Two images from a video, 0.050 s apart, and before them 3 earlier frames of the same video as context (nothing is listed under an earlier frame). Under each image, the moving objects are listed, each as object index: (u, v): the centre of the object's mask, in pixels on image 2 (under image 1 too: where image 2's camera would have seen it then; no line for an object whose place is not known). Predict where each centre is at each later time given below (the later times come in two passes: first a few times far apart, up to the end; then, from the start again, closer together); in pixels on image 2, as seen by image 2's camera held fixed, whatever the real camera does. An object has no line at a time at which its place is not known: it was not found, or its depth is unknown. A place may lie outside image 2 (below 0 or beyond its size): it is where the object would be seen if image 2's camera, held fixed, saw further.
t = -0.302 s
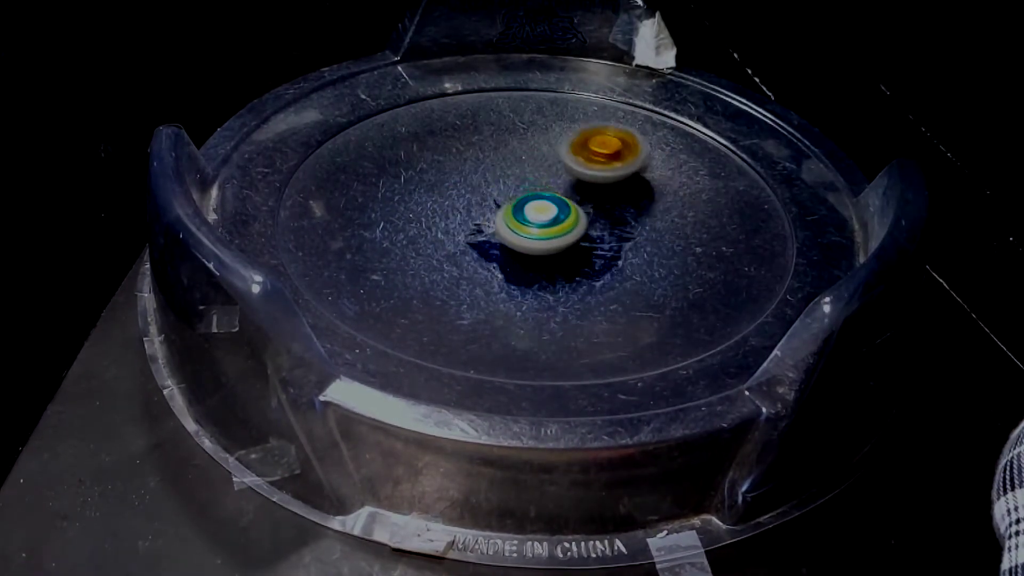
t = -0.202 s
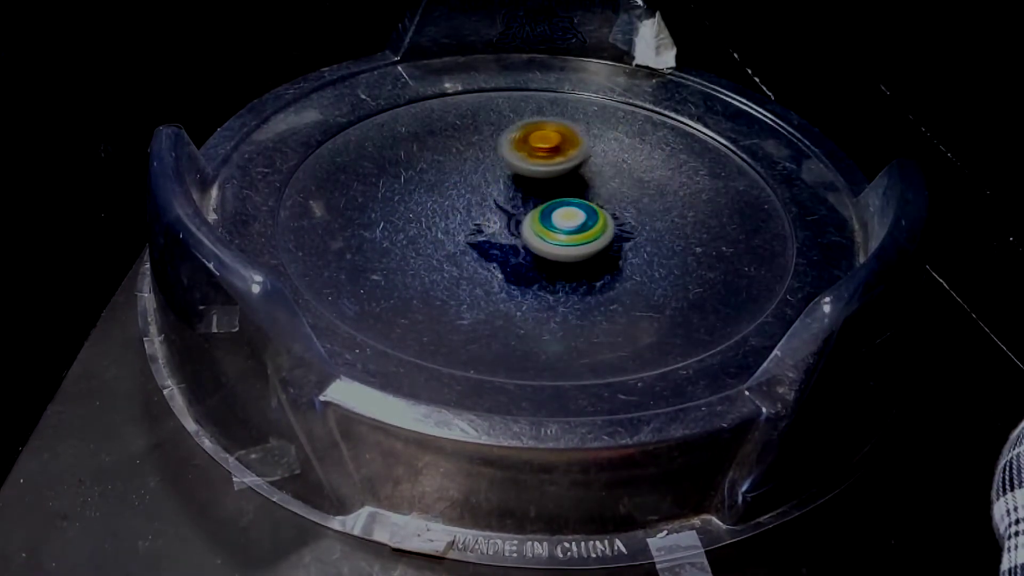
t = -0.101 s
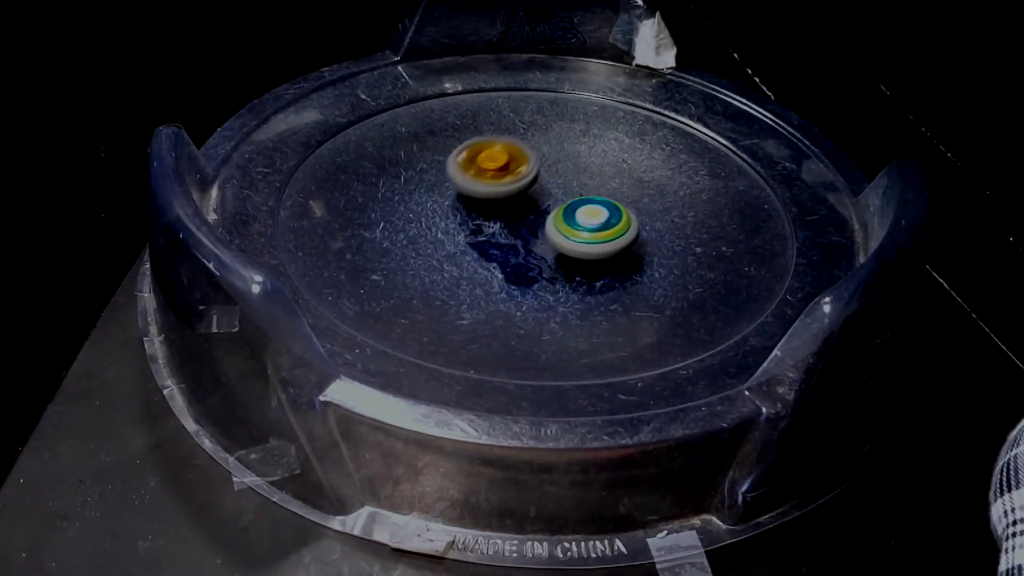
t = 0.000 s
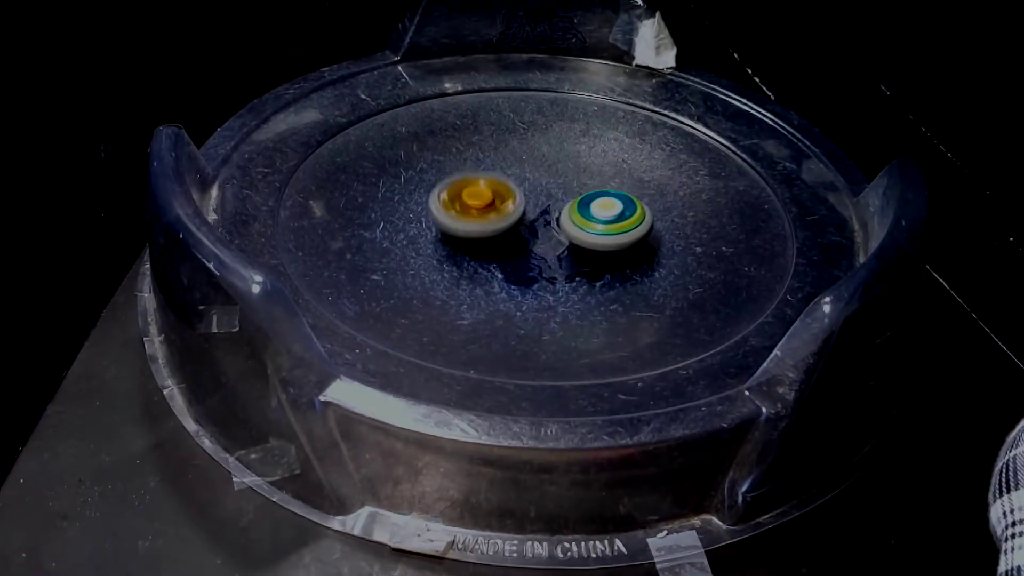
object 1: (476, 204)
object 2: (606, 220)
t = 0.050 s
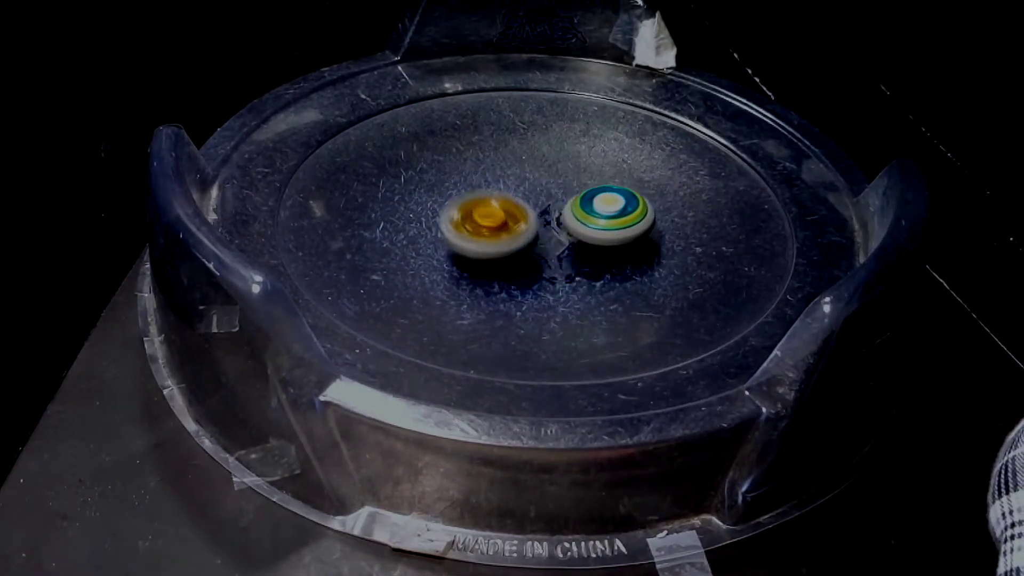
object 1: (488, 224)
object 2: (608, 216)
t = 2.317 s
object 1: (479, 263)
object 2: (619, 225)
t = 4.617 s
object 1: (584, 184)
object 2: (541, 246)
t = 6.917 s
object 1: (533, 222)
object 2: (572, 146)
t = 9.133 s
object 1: (668, 269)
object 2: (450, 173)
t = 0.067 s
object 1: (494, 231)
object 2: (608, 214)
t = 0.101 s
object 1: (510, 242)
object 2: (606, 211)
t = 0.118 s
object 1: (519, 246)
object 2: (605, 210)
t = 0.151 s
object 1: (539, 252)
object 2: (603, 207)
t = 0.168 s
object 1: (550, 255)
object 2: (602, 205)
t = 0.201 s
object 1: (575, 258)
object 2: (597, 202)
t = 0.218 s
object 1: (586, 258)
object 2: (593, 201)
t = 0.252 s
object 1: (610, 255)
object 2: (586, 200)
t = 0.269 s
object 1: (620, 252)
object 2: (583, 199)
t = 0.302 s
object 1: (639, 244)
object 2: (575, 200)
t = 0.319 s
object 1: (646, 239)
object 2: (572, 200)
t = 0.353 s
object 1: (656, 229)
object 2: (564, 201)
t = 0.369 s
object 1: (659, 223)
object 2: (560, 201)
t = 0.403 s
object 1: (660, 213)
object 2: (553, 203)
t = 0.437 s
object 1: (656, 202)
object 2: (545, 205)
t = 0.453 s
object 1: (651, 198)
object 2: (542, 206)
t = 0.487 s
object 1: (641, 190)
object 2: (535, 209)
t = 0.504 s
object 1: (633, 186)
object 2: (532, 211)
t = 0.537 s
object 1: (618, 180)
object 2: (526, 214)
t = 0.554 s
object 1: (608, 179)
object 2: (524, 216)
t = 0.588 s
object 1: (588, 175)
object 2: (521, 220)
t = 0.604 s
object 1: (577, 174)
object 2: (519, 222)
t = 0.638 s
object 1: (557, 174)
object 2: (518, 226)
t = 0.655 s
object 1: (549, 174)
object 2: (518, 228)
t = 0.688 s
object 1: (534, 165)
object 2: (514, 240)
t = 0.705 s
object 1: (529, 158)
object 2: (510, 249)
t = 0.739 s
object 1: (517, 147)
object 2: (506, 263)
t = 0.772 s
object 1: (502, 142)
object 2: (509, 274)
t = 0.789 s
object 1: (494, 141)
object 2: (514, 278)
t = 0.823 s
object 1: (476, 143)
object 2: (529, 284)
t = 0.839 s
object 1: (465, 146)
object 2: (537, 286)
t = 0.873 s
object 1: (447, 153)
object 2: (554, 289)
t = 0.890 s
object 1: (439, 158)
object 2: (562, 290)
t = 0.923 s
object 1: (426, 168)
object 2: (579, 290)
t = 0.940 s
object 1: (420, 174)
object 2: (586, 290)
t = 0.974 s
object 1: (414, 186)
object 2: (600, 287)
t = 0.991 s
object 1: (412, 192)
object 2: (607, 285)
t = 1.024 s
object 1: (411, 206)
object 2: (618, 280)
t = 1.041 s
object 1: (413, 213)
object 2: (623, 278)
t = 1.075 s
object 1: (422, 227)
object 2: (629, 271)
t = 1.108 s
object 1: (436, 239)
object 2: (632, 264)
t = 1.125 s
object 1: (444, 245)
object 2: (632, 261)
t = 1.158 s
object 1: (466, 255)
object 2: (630, 254)
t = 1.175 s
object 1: (477, 259)
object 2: (629, 251)
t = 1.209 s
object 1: (503, 265)
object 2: (623, 245)
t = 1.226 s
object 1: (516, 266)
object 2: (620, 242)
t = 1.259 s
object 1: (539, 268)
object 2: (615, 235)
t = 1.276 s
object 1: (537, 272)
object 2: (622, 225)
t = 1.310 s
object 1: (529, 280)
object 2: (637, 205)
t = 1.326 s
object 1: (528, 283)
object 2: (640, 196)
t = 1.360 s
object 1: (532, 286)
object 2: (640, 180)
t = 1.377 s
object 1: (536, 287)
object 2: (637, 172)
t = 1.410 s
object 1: (551, 286)
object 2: (623, 159)
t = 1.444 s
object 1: (573, 284)
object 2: (600, 149)
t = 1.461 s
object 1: (583, 282)
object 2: (587, 145)
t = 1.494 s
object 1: (601, 276)
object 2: (555, 137)
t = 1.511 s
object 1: (608, 272)
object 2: (539, 135)
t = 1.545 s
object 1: (619, 263)
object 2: (509, 132)
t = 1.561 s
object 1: (623, 258)
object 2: (494, 131)
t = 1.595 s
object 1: (628, 247)
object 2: (464, 133)
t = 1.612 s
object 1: (629, 242)
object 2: (448, 134)
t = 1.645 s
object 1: (627, 231)
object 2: (420, 139)
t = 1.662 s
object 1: (624, 226)
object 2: (408, 143)
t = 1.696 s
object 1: (614, 216)
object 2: (385, 153)
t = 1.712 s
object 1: (607, 212)
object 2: (376, 159)
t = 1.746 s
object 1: (593, 203)
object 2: (362, 171)
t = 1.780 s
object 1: (575, 196)
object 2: (352, 186)
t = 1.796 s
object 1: (566, 193)
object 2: (350, 194)
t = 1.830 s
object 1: (546, 188)
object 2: (348, 211)
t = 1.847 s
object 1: (535, 186)
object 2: (350, 219)
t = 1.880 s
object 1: (516, 183)
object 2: (358, 236)
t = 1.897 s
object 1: (505, 183)
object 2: (364, 244)
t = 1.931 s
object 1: (484, 183)
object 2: (381, 258)
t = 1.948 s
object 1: (474, 184)
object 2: (393, 266)
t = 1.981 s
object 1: (456, 188)
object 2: (418, 276)
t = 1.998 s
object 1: (449, 191)
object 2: (432, 281)
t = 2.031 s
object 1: (438, 199)
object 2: (461, 287)
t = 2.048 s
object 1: (433, 203)
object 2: (475, 289)
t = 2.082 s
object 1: (428, 213)
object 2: (504, 290)
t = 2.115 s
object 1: (426, 222)
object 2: (530, 288)
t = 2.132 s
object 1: (425, 225)
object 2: (543, 285)
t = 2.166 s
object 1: (427, 234)
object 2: (566, 279)
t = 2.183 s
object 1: (429, 237)
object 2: (576, 275)
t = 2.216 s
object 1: (436, 246)
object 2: (594, 264)
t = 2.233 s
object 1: (442, 250)
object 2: (602, 259)
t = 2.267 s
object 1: (454, 256)
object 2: (612, 245)
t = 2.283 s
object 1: (462, 259)
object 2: (616, 239)
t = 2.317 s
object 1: (479, 263)
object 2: (619, 225)
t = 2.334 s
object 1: (488, 265)
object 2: (619, 219)
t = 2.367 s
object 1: (506, 265)
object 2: (615, 205)
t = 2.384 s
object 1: (515, 264)
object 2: (612, 198)
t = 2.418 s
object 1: (532, 261)
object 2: (602, 185)
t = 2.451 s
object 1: (545, 255)
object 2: (590, 173)
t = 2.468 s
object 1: (550, 252)
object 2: (583, 168)
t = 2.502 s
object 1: (558, 244)
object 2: (566, 159)
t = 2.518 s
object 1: (561, 241)
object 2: (556, 155)
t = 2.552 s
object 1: (565, 232)
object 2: (537, 148)
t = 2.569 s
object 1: (565, 228)
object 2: (528, 146)
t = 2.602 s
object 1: (565, 219)
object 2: (508, 142)
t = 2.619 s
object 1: (564, 215)
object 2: (499, 142)
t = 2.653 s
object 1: (561, 207)
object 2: (481, 142)
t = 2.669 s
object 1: (558, 202)
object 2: (472, 143)
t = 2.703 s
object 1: (550, 194)
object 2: (457, 147)
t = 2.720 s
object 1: (547, 190)
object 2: (450, 149)
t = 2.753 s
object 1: (536, 183)
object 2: (438, 155)
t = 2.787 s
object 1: (523, 177)
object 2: (429, 162)
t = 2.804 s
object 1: (517, 175)
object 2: (424, 165)
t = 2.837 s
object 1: (562, 178)
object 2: (359, 155)
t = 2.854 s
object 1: (586, 179)
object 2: (326, 150)
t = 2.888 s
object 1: (629, 178)
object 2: (274, 138)
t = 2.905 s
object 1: (649, 177)
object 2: (254, 133)
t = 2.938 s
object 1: (676, 171)
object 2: (237, 128)
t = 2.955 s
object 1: (686, 170)
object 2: (238, 125)
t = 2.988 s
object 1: (700, 165)
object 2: (244, 136)
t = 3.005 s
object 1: (703, 162)
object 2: (249, 142)
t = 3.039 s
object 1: (704, 155)
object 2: (260, 148)
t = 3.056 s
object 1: (702, 151)
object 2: (266, 152)
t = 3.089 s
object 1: (696, 142)
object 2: (276, 161)
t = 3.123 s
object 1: (687, 131)
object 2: (286, 174)
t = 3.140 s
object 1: (682, 125)
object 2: (292, 182)
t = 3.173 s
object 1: (673, 114)
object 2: (302, 192)
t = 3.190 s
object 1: (668, 110)
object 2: (308, 197)
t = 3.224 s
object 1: (656, 102)
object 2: (321, 208)
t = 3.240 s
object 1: (649, 98)
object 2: (328, 214)
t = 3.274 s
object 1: (636, 93)
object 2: (347, 225)
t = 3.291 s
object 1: (629, 91)
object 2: (358, 231)
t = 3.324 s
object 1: (612, 87)
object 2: (381, 242)
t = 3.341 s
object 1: (603, 85)
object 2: (395, 247)
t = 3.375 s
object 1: (587, 85)
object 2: (424, 256)
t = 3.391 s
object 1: (579, 85)
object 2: (440, 259)
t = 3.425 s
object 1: (562, 88)
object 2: (471, 262)
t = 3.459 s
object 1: (544, 92)
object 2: (503, 261)
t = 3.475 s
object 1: (536, 95)
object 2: (519, 260)
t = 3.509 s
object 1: (520, 102)
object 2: (545, 254)
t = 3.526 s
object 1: (511, 107)
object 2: (558, 249)
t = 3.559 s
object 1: (495, 118)
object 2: (580, 240)
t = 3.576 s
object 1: (488, 124)
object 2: (590, 234)
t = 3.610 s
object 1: (477, 136)
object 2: (606, 220)
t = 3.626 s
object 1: (472, 143)
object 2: (613, 213)
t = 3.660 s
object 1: (464, 157)
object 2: (622, 198)
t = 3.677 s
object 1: (462, 164)
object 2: (625, 191)
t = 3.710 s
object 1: (460, 179)
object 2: (630, 175)
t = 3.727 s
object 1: (460, 186)
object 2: (631, 167)
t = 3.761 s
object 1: (462, 201)
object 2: (628, 152)
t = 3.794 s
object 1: (470, 215)
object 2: (621, 138)
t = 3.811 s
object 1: (475, 222)
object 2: (616, 131)
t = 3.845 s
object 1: (486, 235)
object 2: (606, 119)
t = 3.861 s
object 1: (494, 241)
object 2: (600, 114)
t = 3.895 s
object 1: (510, 251)
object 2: (587, 106)
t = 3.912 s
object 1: (519, 256)
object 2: (580, 102)
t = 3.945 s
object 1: (539, 263)
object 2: (567, 96)
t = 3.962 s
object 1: (549, 267)
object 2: (560, 94)
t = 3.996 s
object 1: (570, 271)
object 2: (549, 91)
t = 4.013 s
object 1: (582, 273)
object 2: (543, 90)
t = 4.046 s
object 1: (606, 274)
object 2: (532, 89)
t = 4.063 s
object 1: (617, 274)
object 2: (527, 89)
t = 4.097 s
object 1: (640, 272)
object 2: (517, 91)
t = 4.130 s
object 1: (660, 268)
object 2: (506, 94)
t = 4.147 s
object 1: (669, 265)
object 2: (501, 96)
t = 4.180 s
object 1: (686, 259)
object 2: (490, 100)
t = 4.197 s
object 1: (693, 255)
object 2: (485, 104)
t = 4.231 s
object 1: (706, 246)
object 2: (474, 111)
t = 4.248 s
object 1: (709, 241)
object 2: (469, 115)
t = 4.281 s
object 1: (714, 232)
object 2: (461, 125)
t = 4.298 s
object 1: (715, 227)
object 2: (457, 130)
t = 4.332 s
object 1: (713, 218)
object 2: (453, 142)
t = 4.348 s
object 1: (710, 214)
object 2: (451, 148)
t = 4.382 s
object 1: (703, 206)
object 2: (450, 161)
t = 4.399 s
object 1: (699, 202)
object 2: (450, 168)
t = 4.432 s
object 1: (687, 195)
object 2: (454, 183)
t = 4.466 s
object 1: (672, 191)
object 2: (461, 197)
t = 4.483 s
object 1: (663, 188)
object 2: (466, 204)
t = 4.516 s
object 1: (645, 185)
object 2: (480, 217)
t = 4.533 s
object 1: (634, 184)
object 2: (489, 224)
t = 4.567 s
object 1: (614, 184)
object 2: (508, 235)
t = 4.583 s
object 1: (604, 184)
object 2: (519, 239)
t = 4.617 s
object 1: (584, 184)
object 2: (541, 246)
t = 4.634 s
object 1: (573, 186)
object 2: (553, 249)
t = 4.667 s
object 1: (555, 188)
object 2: (575, 252)
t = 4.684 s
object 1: (545, 189)
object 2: (586, 253)
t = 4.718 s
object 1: (528, 193)
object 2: (609, 253)
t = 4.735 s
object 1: (519, 196)
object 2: (620, 253)
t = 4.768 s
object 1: (502, 201)
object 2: (641, 249)
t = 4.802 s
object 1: (488, 207)
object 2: (659, 244)
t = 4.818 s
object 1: (482, 211)
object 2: (667, 241)
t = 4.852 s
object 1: (471, 218)
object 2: (681, 234)
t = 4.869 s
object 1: (466, 222)
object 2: (687, 231)
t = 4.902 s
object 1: (458, 230)
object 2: (697, 223)
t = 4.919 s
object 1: (455, 235)
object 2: (701, 219)
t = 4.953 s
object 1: (451, 243)
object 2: (705, 211)
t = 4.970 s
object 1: (450, 247)
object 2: (707, 207)
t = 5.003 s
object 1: (450, 255)
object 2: (708, 200)
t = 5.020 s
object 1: (451, 259)
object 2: (707, 196)
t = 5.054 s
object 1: (455, 267)
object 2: (705, 190)
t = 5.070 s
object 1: (458, 271)
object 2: (703, 187)
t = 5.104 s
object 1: (467, 278)
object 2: (698, 181)
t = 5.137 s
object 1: (479, 284)
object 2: (690, 177)
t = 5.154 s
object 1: (485, 287)
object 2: (686, 175)
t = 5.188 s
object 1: (499, 290)
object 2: (676, 172)
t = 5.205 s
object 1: (507, 291)
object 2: (670, 170)
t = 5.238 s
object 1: (523, 292)
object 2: (659, 169)
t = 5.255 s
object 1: (530, 292)
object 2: (653, 169)
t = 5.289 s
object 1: (546, 289)
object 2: (639, 169)
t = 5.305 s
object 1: (553, 288)
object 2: (631, 169)
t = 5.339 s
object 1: (565, 283)
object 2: (617, 171)
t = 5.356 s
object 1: (570, 279)
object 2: (610, 172)
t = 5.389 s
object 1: (577, 272)
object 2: (595, 175)
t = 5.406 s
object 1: (579, 267)
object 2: (588, 177)
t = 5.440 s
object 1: (581, 258)
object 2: (575, 181)
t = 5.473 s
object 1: (579, 249)
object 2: (563, 186)
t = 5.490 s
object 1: (577, 245)
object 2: (555, 188)
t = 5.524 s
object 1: (572, 239)
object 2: (541, 190)
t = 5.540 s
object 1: (569, 238)
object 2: (536, 189)
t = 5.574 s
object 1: (575, 255)
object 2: (512, 168)
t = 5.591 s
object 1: (579, 263)
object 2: (500, 156)
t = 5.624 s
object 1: (585, 275)
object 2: (478, 136)
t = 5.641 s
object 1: (588, 278)
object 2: (468, 128)
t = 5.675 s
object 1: (596, 281)
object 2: (446, 116)
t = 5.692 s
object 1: (601, 281)
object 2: (435, 111)
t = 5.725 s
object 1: (612, 278)
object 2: (415, 109)
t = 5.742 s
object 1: (617, 275)
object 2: (404, 110)
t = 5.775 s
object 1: (625, 270)
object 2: (381, 115)
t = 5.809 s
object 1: (630, 263)
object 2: (358, 123)
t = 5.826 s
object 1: (632, 260)
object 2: (347, 128)
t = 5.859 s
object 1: (632, 251)
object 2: (327, 138)
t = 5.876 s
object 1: (630, 247)
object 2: (319, 144)
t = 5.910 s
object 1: (625, 239)
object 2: (304, 155)
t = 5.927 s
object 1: (621, 235)
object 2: (298, 161)
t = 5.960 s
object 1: (609, 228)
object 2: (288, 174)
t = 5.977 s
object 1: (602, 225)
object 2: (284, 181)
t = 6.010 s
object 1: (588, 218)
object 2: (283, 196)
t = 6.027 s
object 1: (580, 216)
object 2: (285, 204)
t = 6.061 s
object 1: (564, 211)
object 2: (289, 220)
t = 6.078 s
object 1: (555, 209)
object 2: (292, 227)
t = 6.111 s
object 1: (539, 206)
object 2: (299, 239)
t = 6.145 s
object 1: (521, 203)
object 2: (310, 251)
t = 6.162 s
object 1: (512, 202)
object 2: (316, 256)
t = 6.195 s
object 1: (494, 201)
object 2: (330, 266)
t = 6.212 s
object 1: (486, 201)
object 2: (338, 271)
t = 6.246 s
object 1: (471, 202)
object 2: (356, 280)
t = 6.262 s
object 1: (463, 202)
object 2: (366, 284)
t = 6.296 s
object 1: (449, 205)
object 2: (387, 290)
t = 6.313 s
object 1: (444, 207)
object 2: (399, 293)
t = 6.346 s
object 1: (433, 211)
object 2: (425, 299)
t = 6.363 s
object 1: (428, 213)
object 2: (439, 301)
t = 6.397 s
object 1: (421, 219)
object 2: (471, 304)
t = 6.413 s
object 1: (418, 222)
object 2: (488, 305)
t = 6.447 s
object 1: (413, 227)
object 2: (520, 304)
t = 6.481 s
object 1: (411, 234)
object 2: (549, 300)
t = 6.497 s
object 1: (412, 238)
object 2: (562, 297)
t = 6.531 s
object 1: (416, 244)
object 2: (584, 288)
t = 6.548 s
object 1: (419, 247)
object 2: (593, 283)
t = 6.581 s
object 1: (427, 253)
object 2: (610, 272)
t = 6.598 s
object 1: (433, 255)
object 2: (617, 266)
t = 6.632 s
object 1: (446, 259)
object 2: (626, 252)
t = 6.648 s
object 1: (453, 261)
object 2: (630, 246)
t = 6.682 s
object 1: (468, 262)
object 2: (634, 232)
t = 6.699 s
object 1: (475, 262)
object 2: (634, 225)
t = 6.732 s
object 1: (490, 260)
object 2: (632, 211)
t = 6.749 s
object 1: (497, 259)
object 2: (630, 204)
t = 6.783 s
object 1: (510, 254)
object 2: (623, 190)
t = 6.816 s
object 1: (519, 247)
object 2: (614, 178)
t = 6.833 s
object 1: (523, 243)
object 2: (608, 172)
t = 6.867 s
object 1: (529, 235)
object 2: (596, 161)
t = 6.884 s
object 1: (531, 230)
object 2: (589, 156)
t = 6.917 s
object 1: (533, 222)
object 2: (572, 146)
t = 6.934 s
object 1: (535, 218)
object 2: (565, 142)
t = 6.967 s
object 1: (533, 208)
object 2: (548, 135)
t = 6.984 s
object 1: (531, 203)
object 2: (540, 132)
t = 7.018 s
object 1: (526, 194)
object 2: (522, 127)
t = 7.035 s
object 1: (522, 189)
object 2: (513, 126)
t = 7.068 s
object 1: (515, 181)
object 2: (497, 123)
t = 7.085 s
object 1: (512, 181)
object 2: (488, 120)
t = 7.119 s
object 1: (509, 197)
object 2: (469, 94)
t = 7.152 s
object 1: (507, 209)
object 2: (451, 78)
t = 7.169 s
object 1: (506, 214)
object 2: (442, 72)
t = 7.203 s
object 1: (507, 219)
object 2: (429, 69)
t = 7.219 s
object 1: (508, 221)
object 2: (422, 71)
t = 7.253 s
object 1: (513, 222)
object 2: (408, 80)
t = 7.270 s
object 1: (516, 222)
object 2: (402, 86)
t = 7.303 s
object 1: (524, 220)
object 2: (392, 95)
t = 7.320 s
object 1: (527, 220)
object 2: (388, 99)
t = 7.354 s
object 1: (534, 218)
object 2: (381, 105)
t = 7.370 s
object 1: (537, 216)
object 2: (378, 109)
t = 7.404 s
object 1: (541, 213)
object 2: (373, 114)
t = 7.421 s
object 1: (542, 211)
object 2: (372, 116)
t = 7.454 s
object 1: (544, 207)
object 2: (368, 121)
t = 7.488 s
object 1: (544, 203)
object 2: (367, 127)
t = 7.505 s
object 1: (544, 201)
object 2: (366, 130)
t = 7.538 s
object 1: (542, 196)
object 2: (367, 138)
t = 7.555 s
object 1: (541, 195)
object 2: (367, 142)
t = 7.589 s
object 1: (538, 191)
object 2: (370, 152)
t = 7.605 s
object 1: (537, 190)
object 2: (372, 158)
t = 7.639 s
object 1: (533, 187)
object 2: (379, 169)
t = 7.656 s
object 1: (532, 186)
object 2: (382, 174)
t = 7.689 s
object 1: (528, 184)
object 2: (392, 184)
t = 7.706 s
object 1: (524, 184)
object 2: (399, 190)
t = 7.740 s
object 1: (518, 183)
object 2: (413, 200)
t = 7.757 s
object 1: (515, 183)
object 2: (420, 204)
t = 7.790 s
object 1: (512, 182)
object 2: (435, 214)
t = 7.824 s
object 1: (519, 179)
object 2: (443, 224)
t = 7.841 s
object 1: (520, 179)
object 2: (451, 229)
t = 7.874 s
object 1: (520, 179)
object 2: (469, 236)
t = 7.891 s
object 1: (520, 179)
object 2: (480, 239)
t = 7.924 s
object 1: (519, 179)
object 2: (502, 243)
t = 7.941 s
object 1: (518, 178)
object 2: (512, 244)
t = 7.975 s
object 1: (517, 179)
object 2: (534, 244)
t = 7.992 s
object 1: (516, 179)
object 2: (544, 244)
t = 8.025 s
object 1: (515, 180)
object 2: (565, 242)
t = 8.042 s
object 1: (515, 181)
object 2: (574, 240)
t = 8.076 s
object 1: (516, 183)
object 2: (592, 235)
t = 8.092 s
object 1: (516, 184)
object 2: (600, 232)
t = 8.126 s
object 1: (517, 186)
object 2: (614, 226)
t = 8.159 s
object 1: (520, 189)
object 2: (626, 219)
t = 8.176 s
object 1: (521, 190)
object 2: (630, 215)
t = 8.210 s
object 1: (524, 192)
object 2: (639, 208)
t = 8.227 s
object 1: (526, 194)
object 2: (642, 204)
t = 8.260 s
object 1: (530, 195)
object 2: (647, 197)
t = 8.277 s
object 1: (533, 196)
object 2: (648, 193)
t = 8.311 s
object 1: (536, 198)
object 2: (650, 186)
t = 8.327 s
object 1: (538, 199)
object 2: (651, 182)
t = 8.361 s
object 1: (542, 200)
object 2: (650, 176)
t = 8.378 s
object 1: (544, 201)
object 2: (649, 173)
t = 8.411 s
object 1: (550, 202)
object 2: (645, 167)
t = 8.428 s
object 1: (553, 203)
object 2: (644, 165)
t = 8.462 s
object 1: (558, 203)
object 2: (638, 160)
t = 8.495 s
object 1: (562, 203)
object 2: (631, 156)
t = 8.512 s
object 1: (564, 203)
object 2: (627, 155)
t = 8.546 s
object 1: (566, 203)
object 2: (620, 152)
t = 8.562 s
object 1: (568, 202)
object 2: (615, 150)
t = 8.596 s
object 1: (570, 201)
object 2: (607, 148)
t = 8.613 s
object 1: (570, 201)
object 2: (602, 148)
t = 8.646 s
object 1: (571, 202)
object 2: (593, 147)
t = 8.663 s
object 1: (565, 212)
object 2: (592, 138)
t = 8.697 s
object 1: (552, 233)
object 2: (591, 118)
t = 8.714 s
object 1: (548, 242)
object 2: (589, 111)
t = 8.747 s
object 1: (544, 256)
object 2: (581, 103)
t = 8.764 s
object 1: (543, 261)
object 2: (576, 101)
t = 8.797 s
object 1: (549, 269)
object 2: (562, 100)
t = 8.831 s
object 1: (559, 275)
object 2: (547, 101)
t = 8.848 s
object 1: (566, 277)
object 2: (540, 102)
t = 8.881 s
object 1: (580, 282)
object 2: (526, 105)
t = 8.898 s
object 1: (587, 283)
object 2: (519, 108)
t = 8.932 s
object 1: (601, 285)
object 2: (504, 113)
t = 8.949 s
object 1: (609, 285)
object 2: (498, 117)
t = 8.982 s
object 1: (623, 285)
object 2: (484, 124)
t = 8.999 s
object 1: (629, 285)
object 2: (478, 129)
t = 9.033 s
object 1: (642, 283)
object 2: (468, 138)
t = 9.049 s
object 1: (648, 281)
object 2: (463, 144)
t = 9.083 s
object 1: (658, 277)
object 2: (456, 155)
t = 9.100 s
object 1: (662, 275)
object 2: (453, 160)
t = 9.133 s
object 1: (668, 269)
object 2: (450, 173)
